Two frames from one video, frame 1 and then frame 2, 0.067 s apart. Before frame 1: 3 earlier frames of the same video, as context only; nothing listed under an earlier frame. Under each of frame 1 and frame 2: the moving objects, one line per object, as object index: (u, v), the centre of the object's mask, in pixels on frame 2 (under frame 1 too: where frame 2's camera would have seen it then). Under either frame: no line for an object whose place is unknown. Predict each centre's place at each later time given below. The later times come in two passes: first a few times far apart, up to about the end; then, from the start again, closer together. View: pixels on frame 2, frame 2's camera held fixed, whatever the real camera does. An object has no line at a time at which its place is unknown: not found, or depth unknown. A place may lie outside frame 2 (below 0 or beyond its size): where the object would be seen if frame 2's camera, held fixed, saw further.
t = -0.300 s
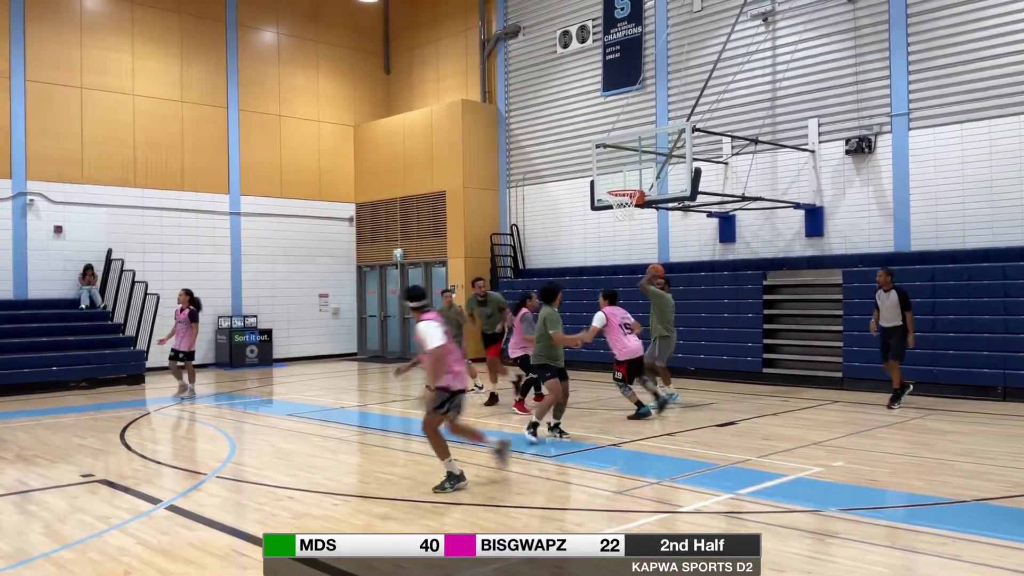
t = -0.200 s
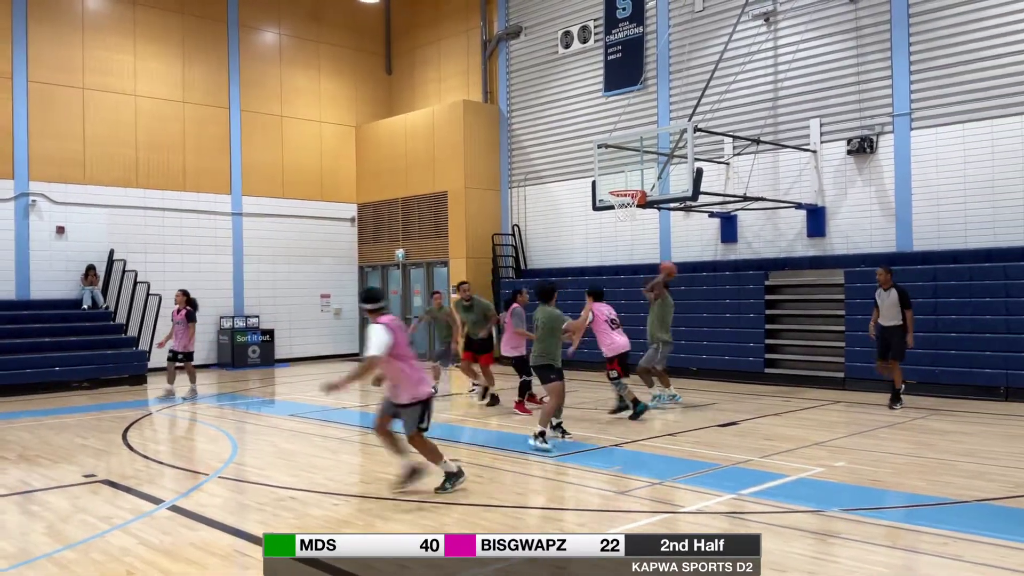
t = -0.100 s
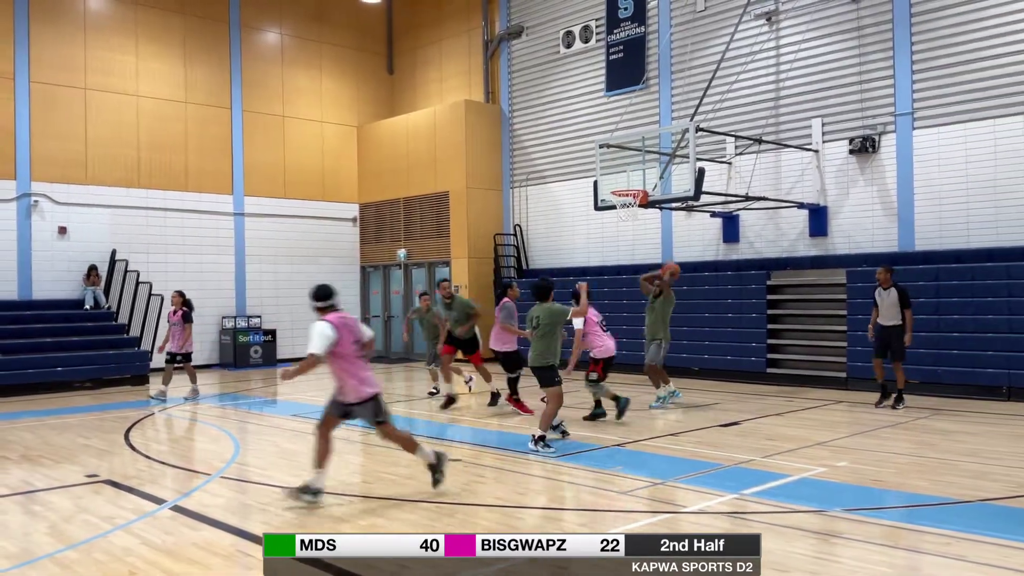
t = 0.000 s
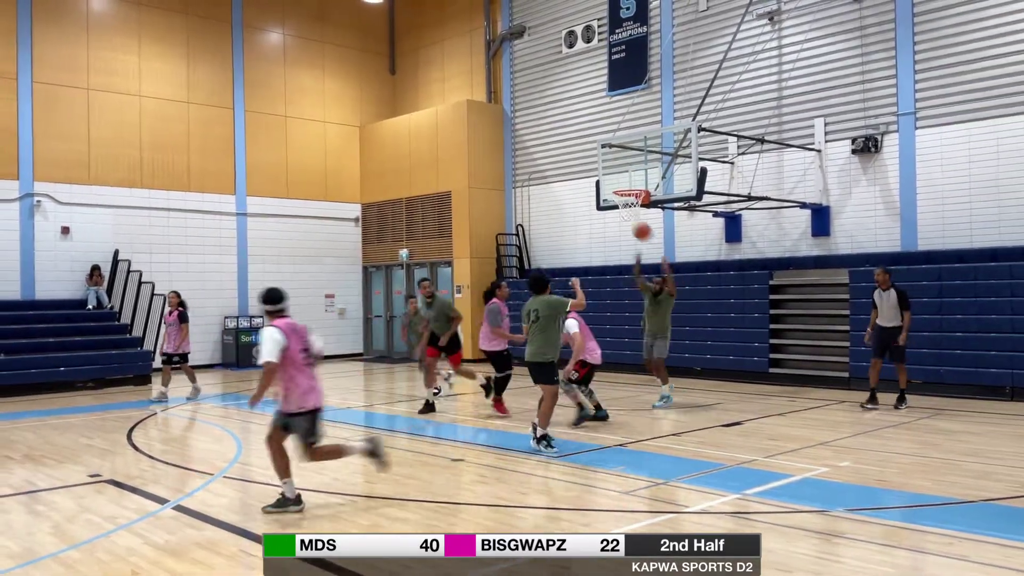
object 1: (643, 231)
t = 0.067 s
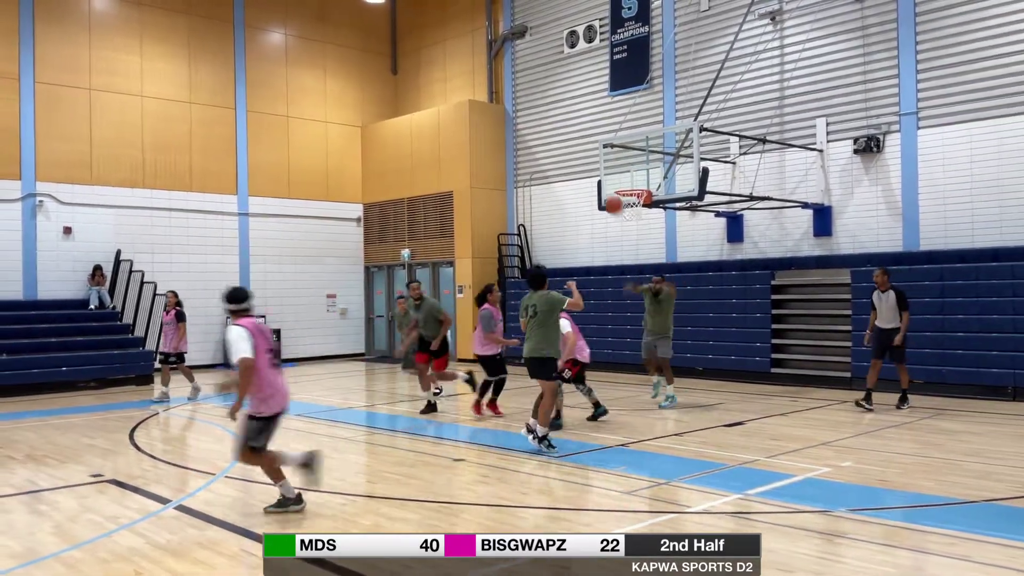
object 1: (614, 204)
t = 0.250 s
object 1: (514, 138)
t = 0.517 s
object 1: (289, 54)
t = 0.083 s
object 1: (605, 197)
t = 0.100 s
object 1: (597, 192)
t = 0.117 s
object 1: (588, 186)
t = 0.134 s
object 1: (580, 179)
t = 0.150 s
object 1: (571, 173)
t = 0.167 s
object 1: (562, 167)
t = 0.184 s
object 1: (552, 161)
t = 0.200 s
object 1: (543, 156)
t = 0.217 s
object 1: (534, 149)
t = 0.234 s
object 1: (523, 144)
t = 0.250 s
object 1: (514, 138)
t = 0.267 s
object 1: (502, 131)
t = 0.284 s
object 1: (490, 125)
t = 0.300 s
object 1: (479, 120)
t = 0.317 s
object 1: (467, 114)
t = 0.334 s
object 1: (456, 109)
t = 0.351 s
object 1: (444, 104)
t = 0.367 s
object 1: (431, 99)
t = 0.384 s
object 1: (417, 93)
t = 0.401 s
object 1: (402, 87)
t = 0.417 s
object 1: (387, 82)
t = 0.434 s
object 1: (372, 76)
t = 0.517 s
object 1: (289, 54)
